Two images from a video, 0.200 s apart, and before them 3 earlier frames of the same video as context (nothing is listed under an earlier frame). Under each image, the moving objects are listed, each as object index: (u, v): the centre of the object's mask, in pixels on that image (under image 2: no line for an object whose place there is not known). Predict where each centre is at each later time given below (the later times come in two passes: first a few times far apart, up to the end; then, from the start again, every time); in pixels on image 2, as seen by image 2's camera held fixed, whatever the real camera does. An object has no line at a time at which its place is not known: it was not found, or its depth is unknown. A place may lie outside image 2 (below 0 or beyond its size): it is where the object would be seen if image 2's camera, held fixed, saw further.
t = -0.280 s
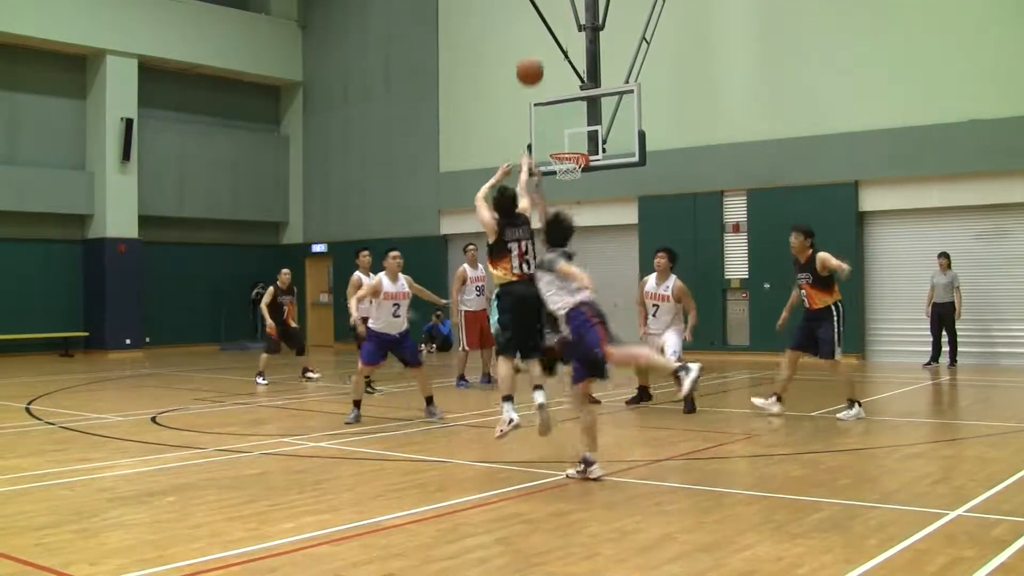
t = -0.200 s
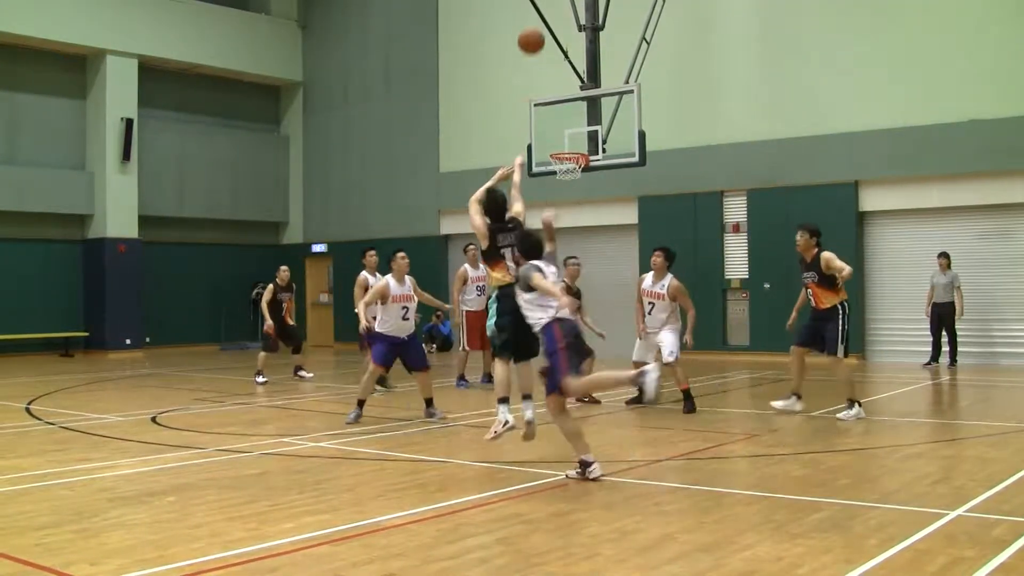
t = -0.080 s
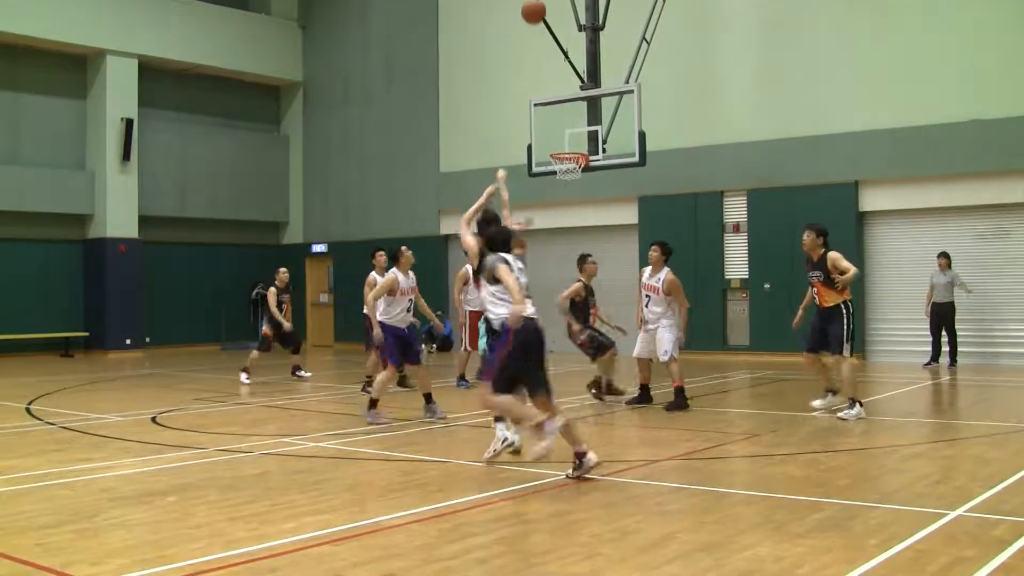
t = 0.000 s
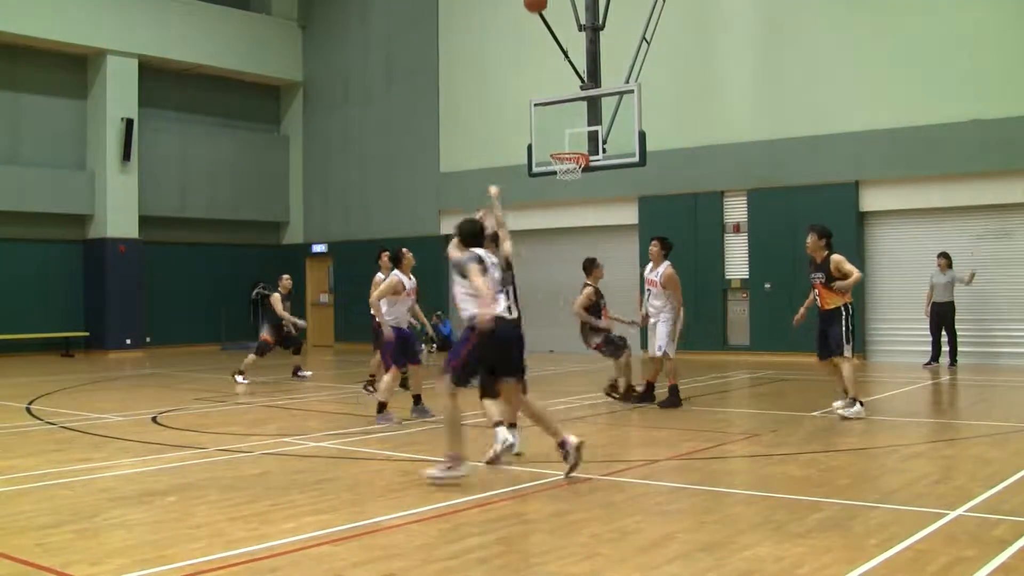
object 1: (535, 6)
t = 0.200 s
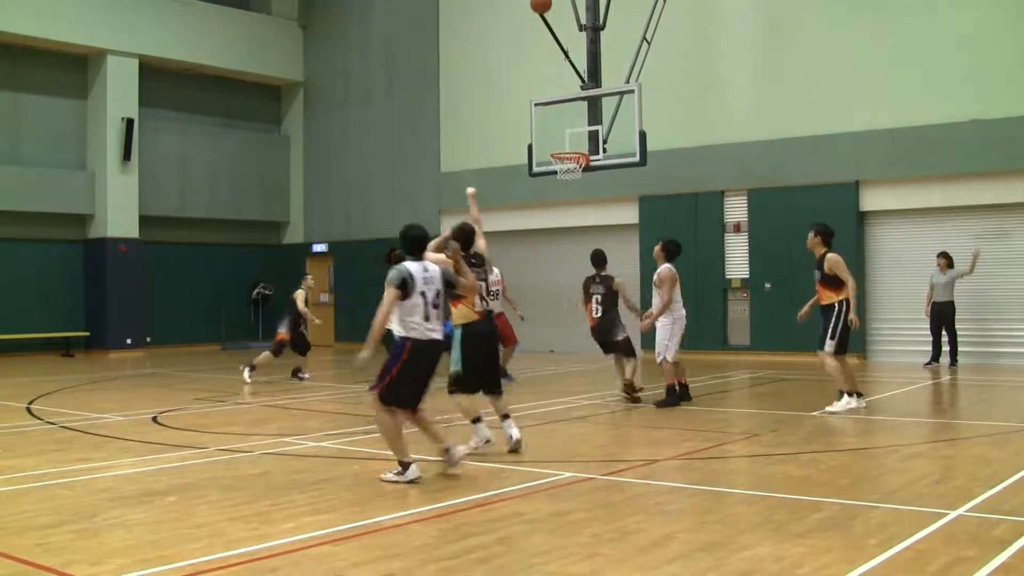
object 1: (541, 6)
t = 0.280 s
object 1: (543, 12)
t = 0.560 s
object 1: (549, 79)
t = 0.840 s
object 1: (545, 137)
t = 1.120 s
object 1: (504, 119)
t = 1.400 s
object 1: (458, 154)
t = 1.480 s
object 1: (447, 173)
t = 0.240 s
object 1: (542, 8)
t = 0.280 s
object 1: (543, 12)
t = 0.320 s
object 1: (544, 19)
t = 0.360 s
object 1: (545, 27)
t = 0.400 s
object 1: (546, 35)
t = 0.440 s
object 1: (546, 45)
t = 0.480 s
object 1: (547, 56)
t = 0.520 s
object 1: (548, 67)
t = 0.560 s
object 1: (549, 79)
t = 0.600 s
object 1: (550, 92)
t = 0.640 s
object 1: (551, 106)
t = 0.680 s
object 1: (552, 121)
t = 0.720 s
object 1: (553, 136)
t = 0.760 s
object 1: (552, 148)
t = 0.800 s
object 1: (549, 142)
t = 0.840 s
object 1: (545, 137)
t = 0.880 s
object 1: (543, 132)
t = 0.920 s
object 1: (537, 128)
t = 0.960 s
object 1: (530, 124)
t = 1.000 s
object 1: (523, 121)
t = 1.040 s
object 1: (517, 120)
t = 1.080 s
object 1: (510, 119)
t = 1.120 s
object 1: (504, 119)
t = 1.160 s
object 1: (497, 121)
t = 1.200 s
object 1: (491, 123)
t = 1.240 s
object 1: (484, 127)
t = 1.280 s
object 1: (477, 132)
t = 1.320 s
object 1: (471, 138)
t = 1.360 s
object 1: (465, 145)
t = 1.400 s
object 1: (458, 154)
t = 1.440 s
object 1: (452, 163)
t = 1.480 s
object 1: (447, 173)
